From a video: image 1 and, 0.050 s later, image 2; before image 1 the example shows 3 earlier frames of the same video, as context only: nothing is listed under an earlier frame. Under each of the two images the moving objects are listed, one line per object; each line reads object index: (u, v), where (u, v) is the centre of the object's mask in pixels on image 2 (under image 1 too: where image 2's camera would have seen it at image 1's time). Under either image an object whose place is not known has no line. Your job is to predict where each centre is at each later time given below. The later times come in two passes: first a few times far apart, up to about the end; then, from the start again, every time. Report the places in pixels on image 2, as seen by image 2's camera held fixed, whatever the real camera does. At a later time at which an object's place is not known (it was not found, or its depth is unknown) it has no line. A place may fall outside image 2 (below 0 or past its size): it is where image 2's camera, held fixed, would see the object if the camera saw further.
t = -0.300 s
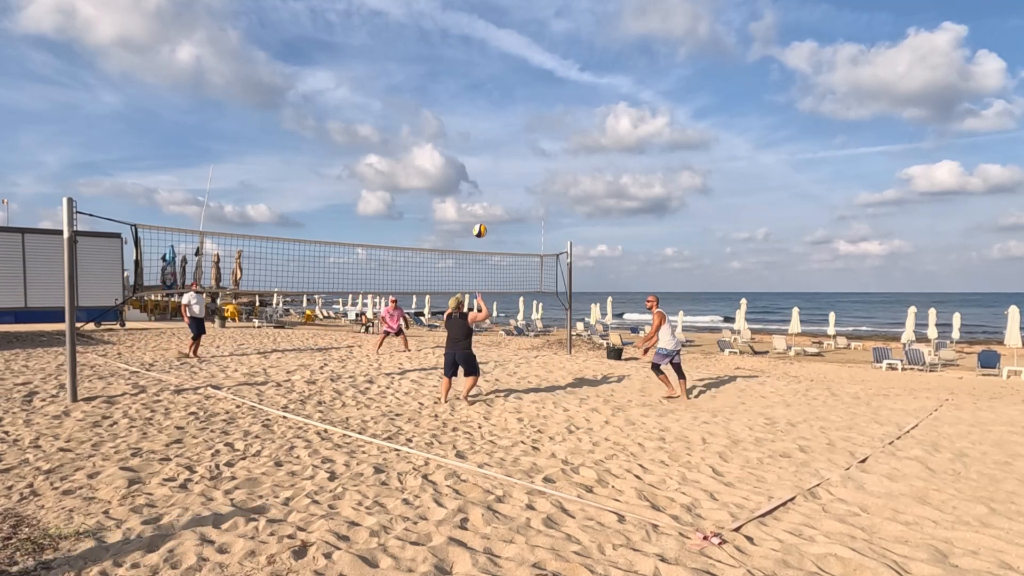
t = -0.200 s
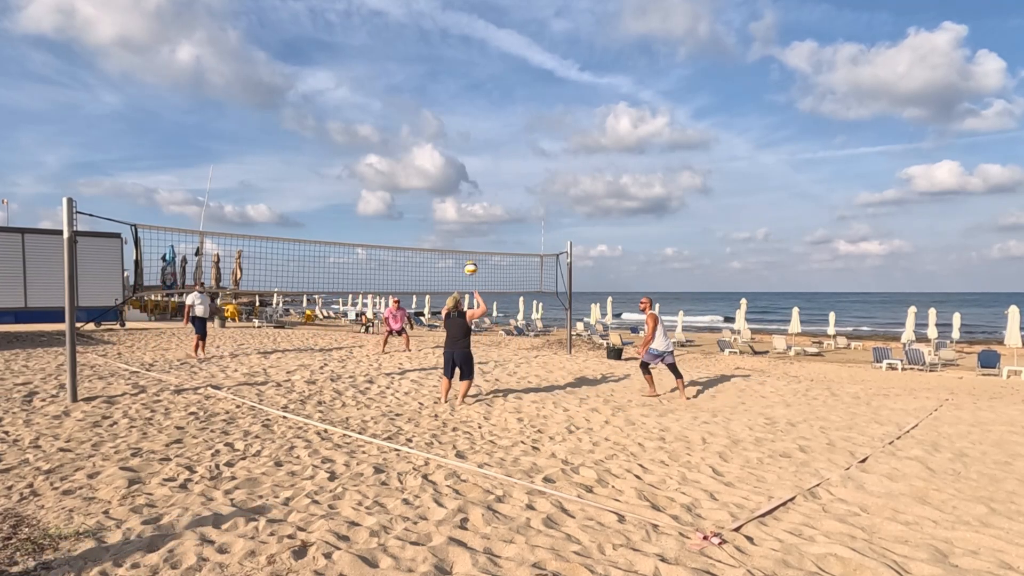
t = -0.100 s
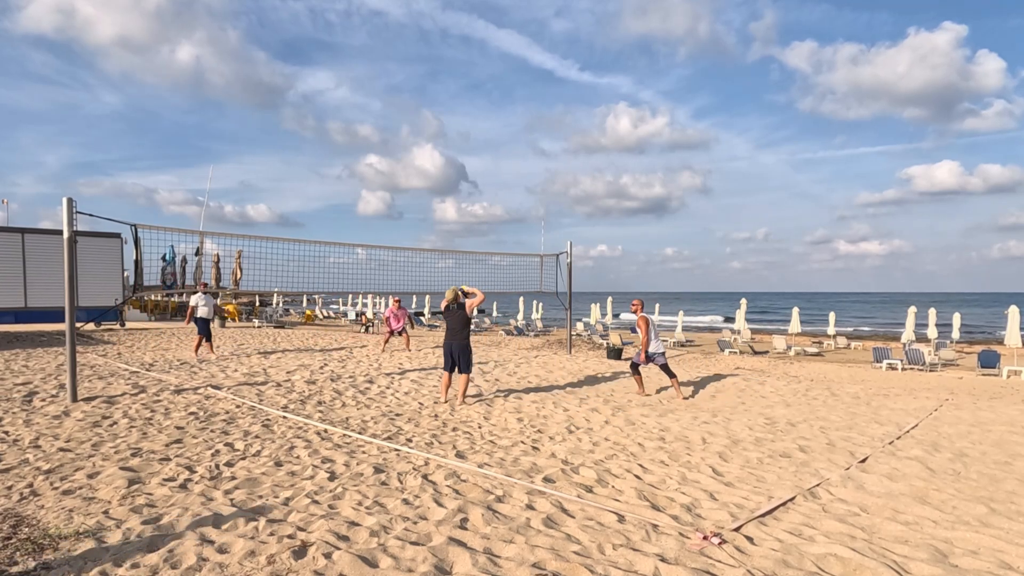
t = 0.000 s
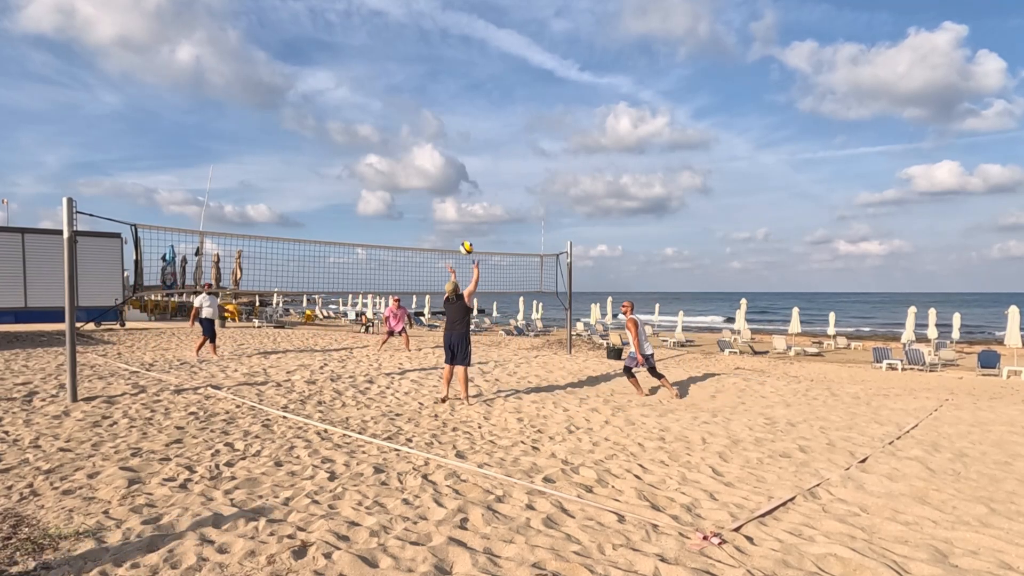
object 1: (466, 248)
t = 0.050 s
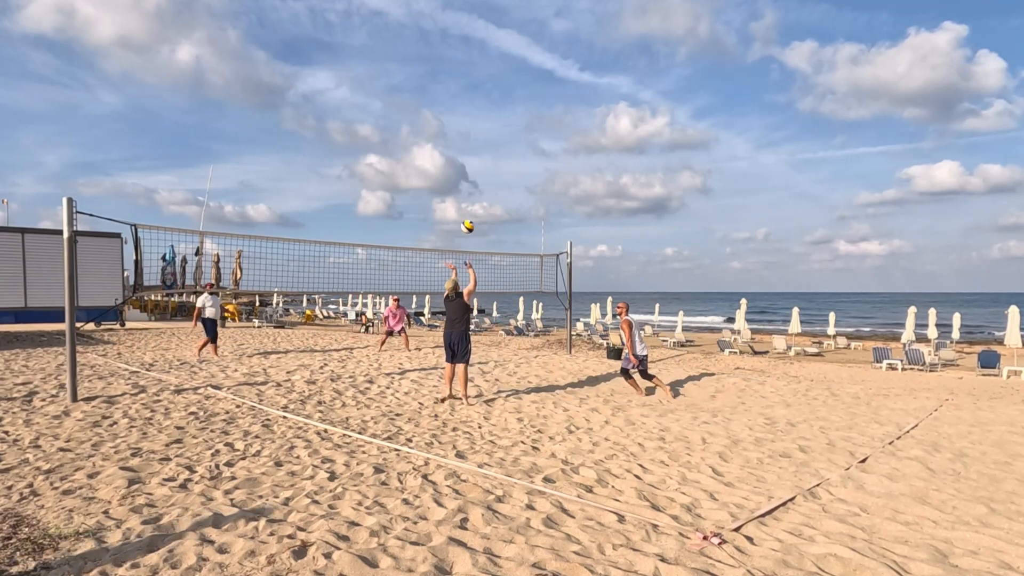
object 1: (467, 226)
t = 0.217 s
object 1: (472, 169)
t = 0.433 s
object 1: (479, 126)
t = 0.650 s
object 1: (486, 115)
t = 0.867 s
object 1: (494, 129)
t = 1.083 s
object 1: (502, 166)
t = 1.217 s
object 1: (507, 198)
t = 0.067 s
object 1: (468, 220)
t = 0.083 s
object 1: (468, 213)
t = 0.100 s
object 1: (468, 207)
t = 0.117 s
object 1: (469, 201)
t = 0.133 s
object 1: (469, 195)
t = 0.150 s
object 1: (470, 190)
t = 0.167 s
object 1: (470, 184)
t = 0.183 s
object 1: (471, 179)
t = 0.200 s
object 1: (471, 174)
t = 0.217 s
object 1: (472, 169)
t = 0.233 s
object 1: (472, 165)
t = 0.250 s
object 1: (473, 161)
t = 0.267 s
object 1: (473, 156)
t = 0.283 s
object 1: (474, 153)
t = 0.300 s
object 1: (474, 149)
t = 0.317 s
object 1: (475, 145)
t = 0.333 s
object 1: (476, 142)
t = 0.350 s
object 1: (476, 139)
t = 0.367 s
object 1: (477, 136)
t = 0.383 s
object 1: (477, 133)
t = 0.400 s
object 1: (478, 131)
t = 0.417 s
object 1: (479, 128)
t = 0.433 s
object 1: (479, 126)
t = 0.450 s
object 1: (480, 124)
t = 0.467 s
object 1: (480, 123)
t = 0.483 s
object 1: (481, 121)
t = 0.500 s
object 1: (481, 120)
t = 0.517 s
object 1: (482, 118)
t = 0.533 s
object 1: (482, 118)
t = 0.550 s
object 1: (483, 117)
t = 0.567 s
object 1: (484, 116)
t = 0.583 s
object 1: (484, 115)
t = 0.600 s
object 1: (485, 115)
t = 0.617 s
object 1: (485, 115)
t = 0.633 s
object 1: (486, 115)
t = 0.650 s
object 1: (486, 115)
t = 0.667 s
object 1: (487, 115)
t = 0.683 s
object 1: (488, 115)
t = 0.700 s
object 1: (488, 116)
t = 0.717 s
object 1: (489, 117)
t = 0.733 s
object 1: (489, 117)
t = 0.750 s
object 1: (490, 118)
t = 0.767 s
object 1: (491, 120)
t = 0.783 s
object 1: (491, 121)
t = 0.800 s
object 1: (492, 122)
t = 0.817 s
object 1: (493, 124)
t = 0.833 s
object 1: (493, 126)
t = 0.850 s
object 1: (494, 127)
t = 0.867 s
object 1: (494, 129)
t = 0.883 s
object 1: (495, 132)
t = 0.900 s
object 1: (495, 134)
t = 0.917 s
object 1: (496, 136)
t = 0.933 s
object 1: (496, 139)
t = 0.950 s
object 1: (497, 141)
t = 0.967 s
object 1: (498, 144)
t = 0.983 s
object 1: (498, 147)
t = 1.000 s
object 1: (499, 150)
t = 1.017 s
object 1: (499, 153)
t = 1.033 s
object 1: (500, 156)
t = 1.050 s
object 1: (501, 159)
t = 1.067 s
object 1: (501, 163)
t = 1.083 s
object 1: (502, 166)
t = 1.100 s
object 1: (503, 170)
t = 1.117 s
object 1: (503, 174)
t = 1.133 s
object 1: (504, 178)
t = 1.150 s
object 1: (505, 182)
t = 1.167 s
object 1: (505, 186)
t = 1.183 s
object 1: (506, 190)
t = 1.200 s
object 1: (506, 194)
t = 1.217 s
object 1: (507, 198)
